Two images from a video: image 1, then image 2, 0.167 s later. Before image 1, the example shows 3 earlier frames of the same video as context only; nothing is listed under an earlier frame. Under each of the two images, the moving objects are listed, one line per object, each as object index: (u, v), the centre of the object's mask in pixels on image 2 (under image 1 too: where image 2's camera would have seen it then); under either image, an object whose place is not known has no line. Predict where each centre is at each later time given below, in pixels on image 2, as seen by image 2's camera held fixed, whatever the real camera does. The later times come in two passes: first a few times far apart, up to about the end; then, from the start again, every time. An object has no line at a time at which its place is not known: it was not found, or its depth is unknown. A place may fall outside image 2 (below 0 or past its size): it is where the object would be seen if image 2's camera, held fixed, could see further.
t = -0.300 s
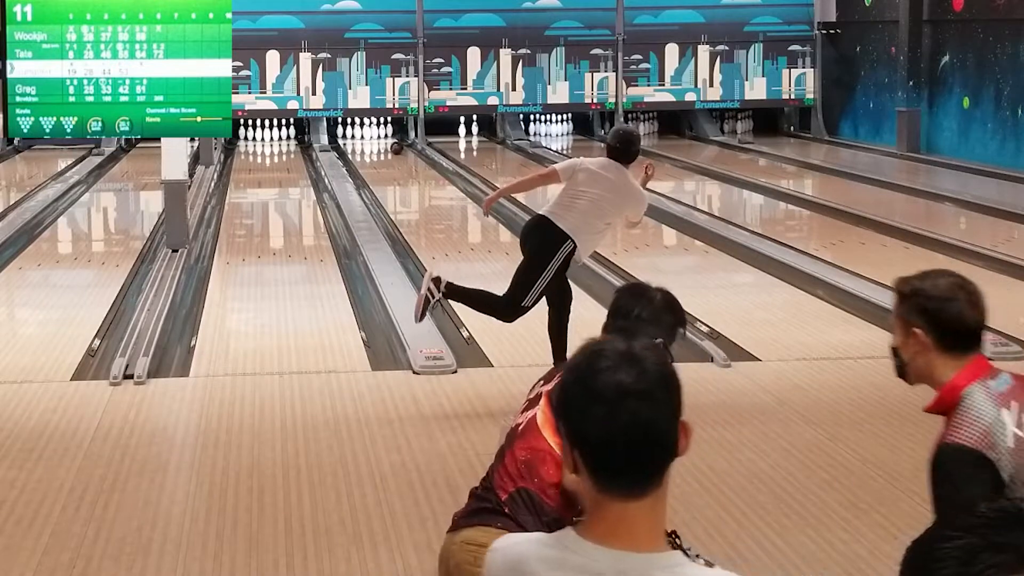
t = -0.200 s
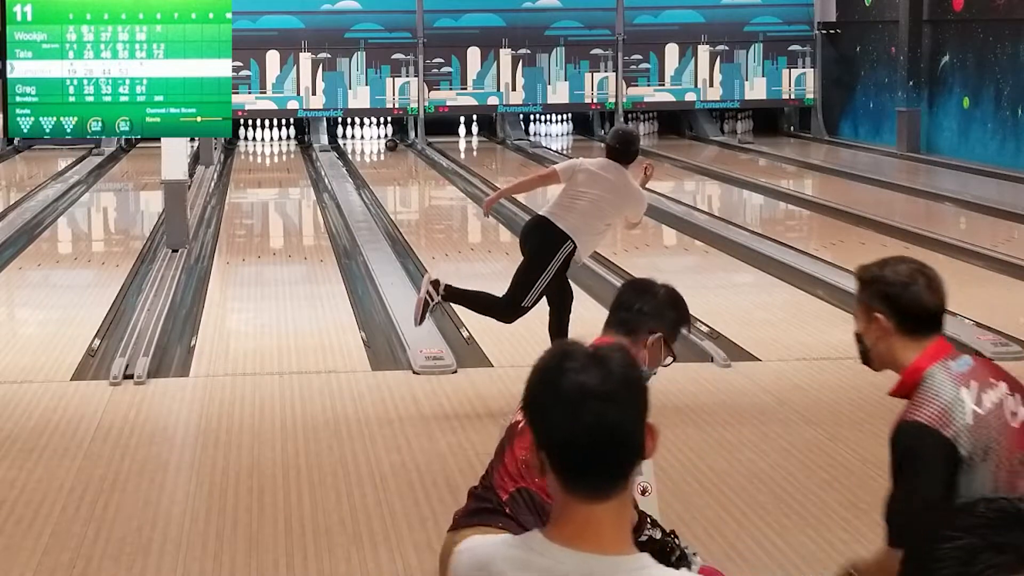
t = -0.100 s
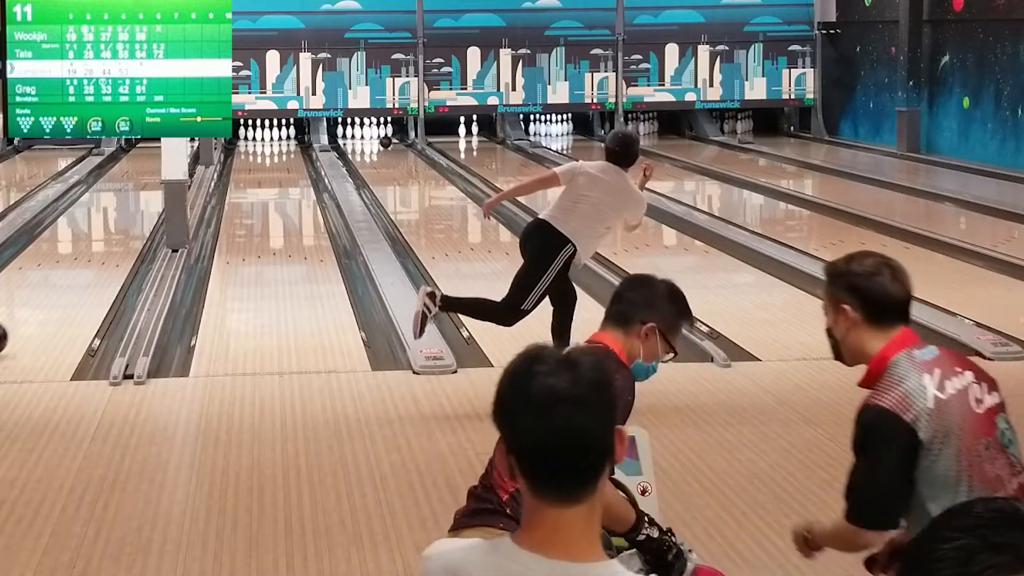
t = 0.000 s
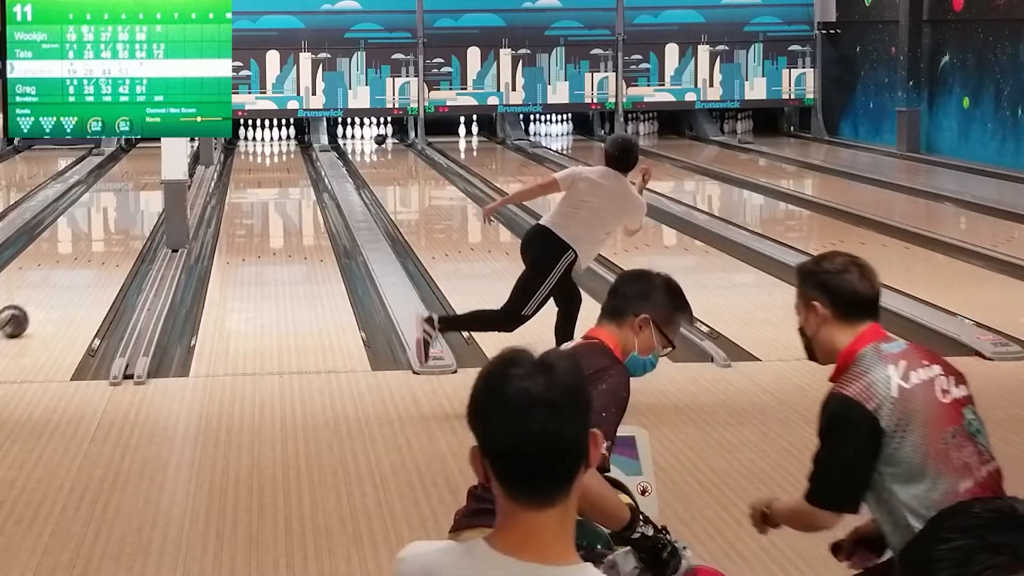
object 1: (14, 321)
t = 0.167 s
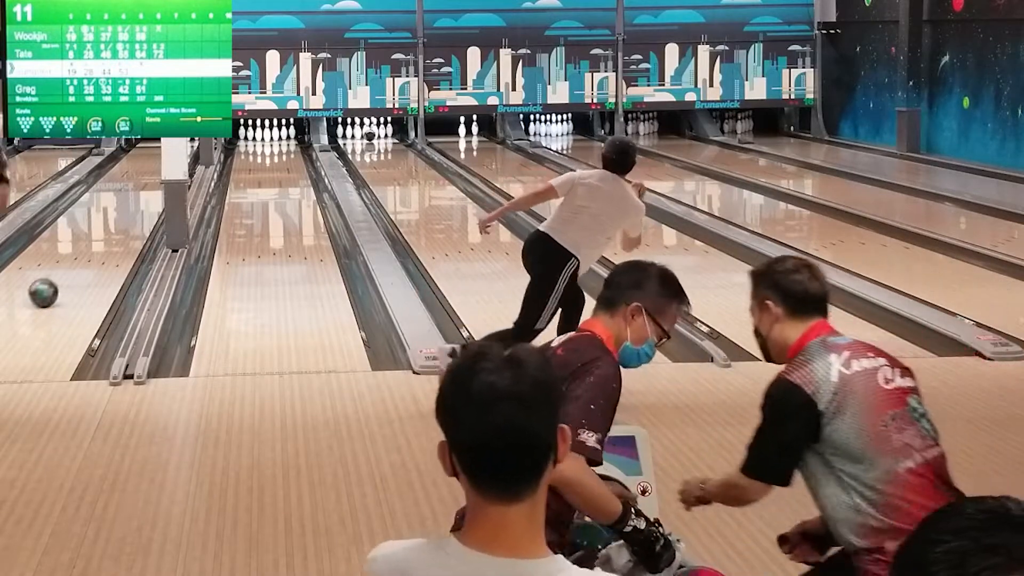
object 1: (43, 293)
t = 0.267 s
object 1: (59, 278)
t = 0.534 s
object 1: (92, 246)
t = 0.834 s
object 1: (121, 219)
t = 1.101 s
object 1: (140, 201)
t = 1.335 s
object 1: (154, 187)
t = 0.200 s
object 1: (49, 287)
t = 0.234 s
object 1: (54, 283)
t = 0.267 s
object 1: (59, 278)
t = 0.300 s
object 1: (63, 273)
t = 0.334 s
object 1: (68, 269)
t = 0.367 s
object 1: (73, 265)
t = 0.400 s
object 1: (77, 261)
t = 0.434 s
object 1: (81, 257)
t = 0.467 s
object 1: (85, 254)
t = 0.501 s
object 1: (89, 250)
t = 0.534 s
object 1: (92, 246)
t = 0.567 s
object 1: (96, 243)
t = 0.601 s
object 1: (99, 240)
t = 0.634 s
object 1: (103, 236)
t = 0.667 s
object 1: (106, 234)
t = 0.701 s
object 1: (109, 231)
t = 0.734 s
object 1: (113, 228)
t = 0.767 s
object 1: (115, 225)
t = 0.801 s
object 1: (118, 222)
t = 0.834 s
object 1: (121, 219)
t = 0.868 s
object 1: (124, 217)
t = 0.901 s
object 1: (126, 214)
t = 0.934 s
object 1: (129, 212)
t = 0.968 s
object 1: (131, 209)
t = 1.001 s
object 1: (134, 207)
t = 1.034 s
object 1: (136, 205)
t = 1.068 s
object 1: (138, 202)
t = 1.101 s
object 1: (140, 201)
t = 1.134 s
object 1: (143, 198)
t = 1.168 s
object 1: (145, 196)
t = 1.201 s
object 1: (147, 195)
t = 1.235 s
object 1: (149, 193)
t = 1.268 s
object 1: (150, 191)
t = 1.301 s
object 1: (152, 189)
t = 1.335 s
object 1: (154, 187)
